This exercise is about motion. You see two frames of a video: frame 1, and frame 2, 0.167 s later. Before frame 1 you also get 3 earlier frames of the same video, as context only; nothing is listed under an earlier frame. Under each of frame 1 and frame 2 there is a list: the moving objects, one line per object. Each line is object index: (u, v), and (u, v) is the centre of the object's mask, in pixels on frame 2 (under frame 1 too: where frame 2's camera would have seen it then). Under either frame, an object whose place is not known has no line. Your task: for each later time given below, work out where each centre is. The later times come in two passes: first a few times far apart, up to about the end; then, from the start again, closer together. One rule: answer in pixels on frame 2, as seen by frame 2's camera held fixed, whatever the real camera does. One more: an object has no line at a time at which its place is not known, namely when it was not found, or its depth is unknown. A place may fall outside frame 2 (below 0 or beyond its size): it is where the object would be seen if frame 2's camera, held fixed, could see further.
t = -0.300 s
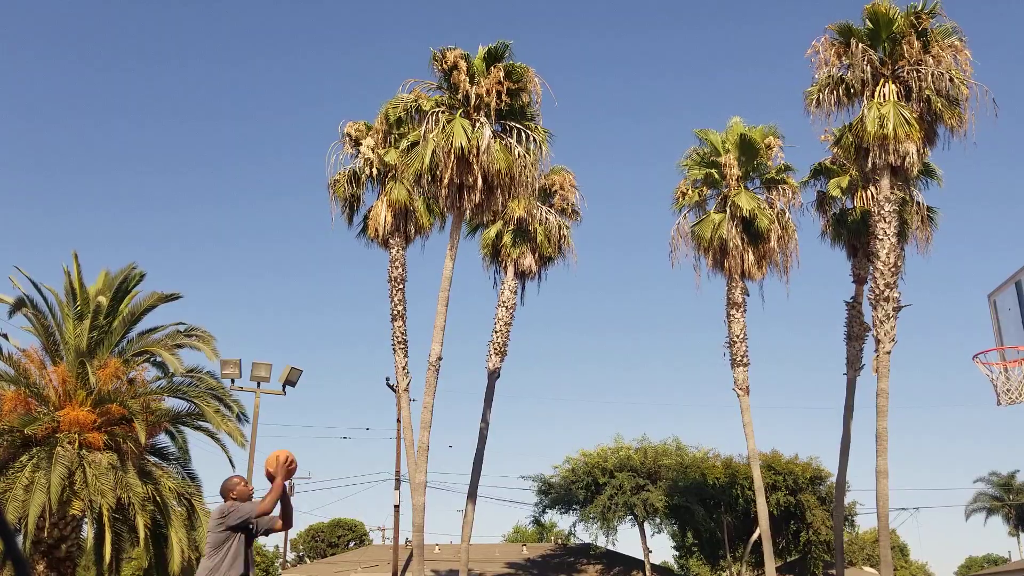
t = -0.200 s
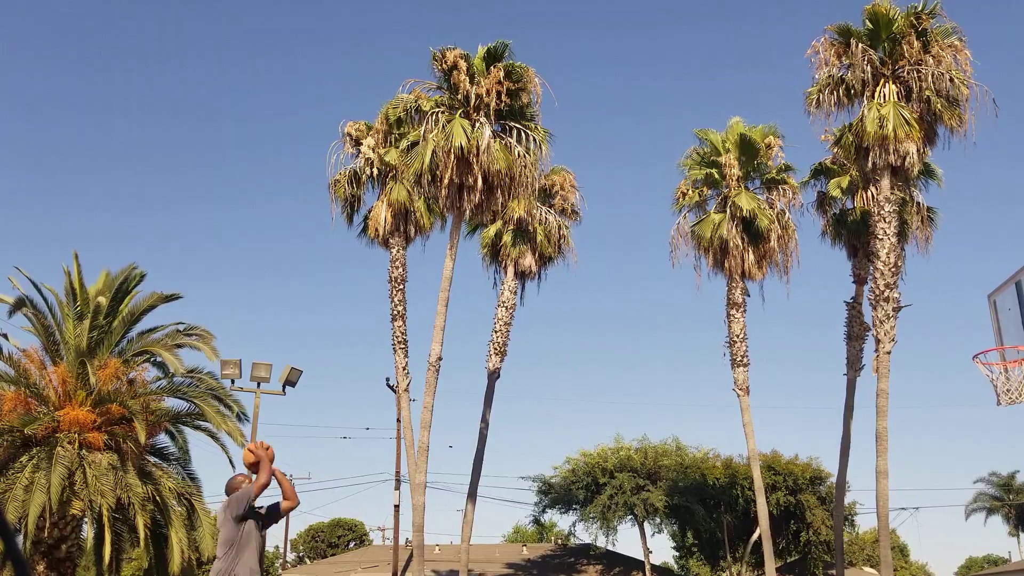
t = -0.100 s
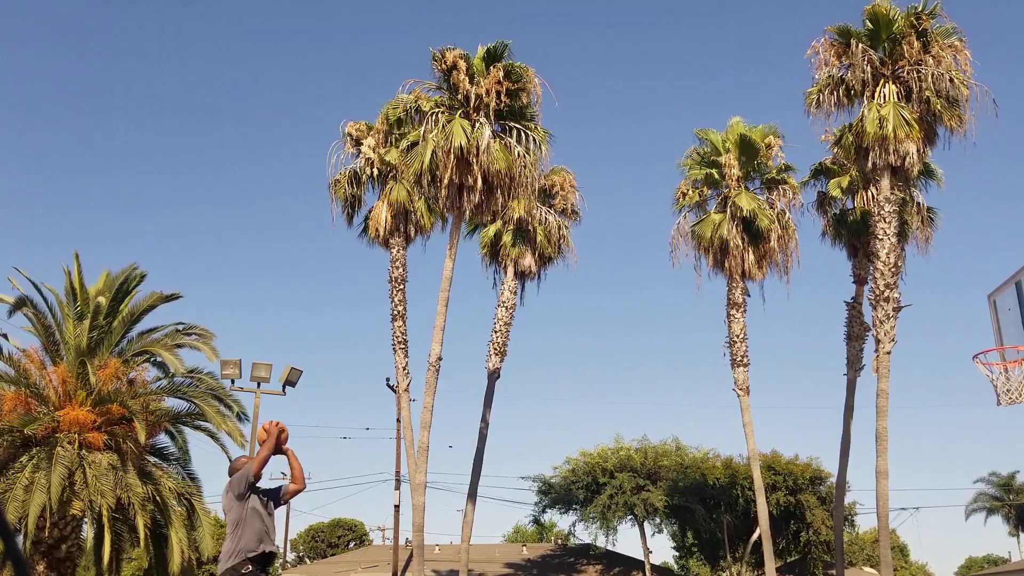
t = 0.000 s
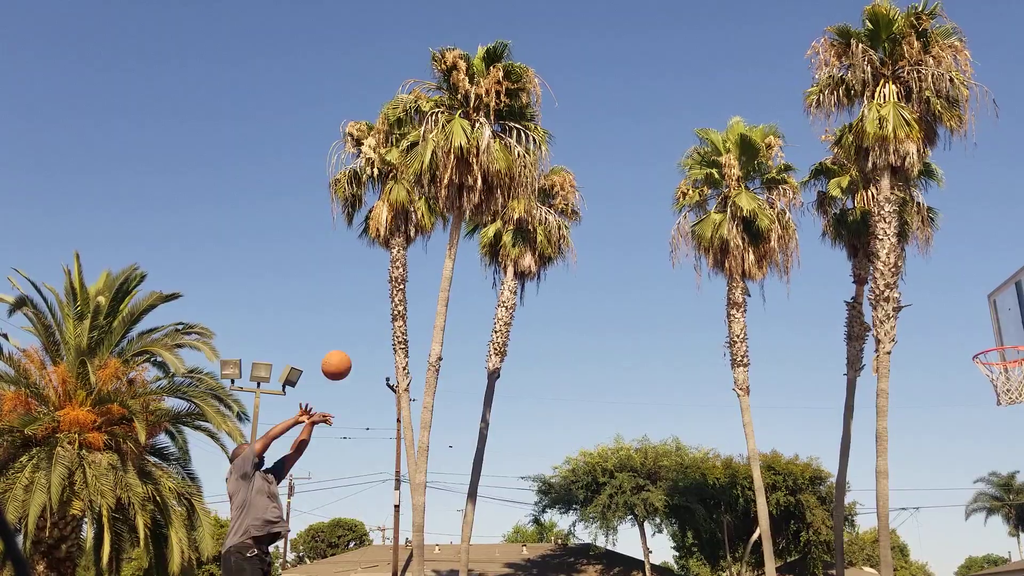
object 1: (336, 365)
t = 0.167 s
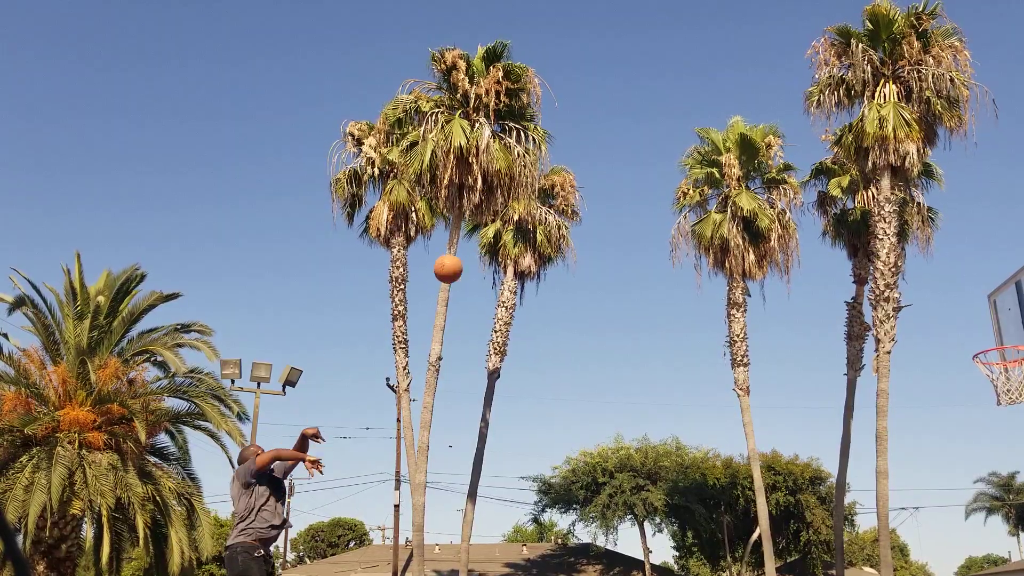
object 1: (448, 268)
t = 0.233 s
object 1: (489, 242)
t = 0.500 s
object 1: (644, 185)
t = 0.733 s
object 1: (774, 197)
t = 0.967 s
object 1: (905, 264)
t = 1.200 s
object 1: (1014, 330)
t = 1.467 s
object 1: (922, 287)
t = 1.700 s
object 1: (852, 307)
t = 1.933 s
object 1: (790, 378)
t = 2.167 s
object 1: (734, 500)
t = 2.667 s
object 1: (668, 527)
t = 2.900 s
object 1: (664, 462)
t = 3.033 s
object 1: (663, 451)
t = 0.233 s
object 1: (489, 242)
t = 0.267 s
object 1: (510, 230)
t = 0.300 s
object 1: (529, 219)
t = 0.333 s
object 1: (550, 210)
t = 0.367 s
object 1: (568, 203)
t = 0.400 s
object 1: (588, 197)
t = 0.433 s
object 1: (607, 191)
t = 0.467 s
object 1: (625, 187)
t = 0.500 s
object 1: (644, 185)
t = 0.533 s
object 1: (662, 183)
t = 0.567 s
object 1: (681, 183)
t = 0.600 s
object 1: (699, 184)
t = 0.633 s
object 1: (718, 185)
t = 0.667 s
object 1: (736, 188)
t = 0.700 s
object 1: (755, 192)
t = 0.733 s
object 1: (774, 197)
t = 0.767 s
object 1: (792, 204)
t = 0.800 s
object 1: (811, 211)
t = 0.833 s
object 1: (829, 220)
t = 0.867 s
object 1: (848, 229)
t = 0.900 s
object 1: (866, 240)
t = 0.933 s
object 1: (886, 251)
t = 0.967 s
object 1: (905, 264)
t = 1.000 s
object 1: (924, 278)
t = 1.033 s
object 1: (943, 293)
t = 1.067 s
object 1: (963, 309)
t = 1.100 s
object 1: (983, 326)
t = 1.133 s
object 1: (1003, 345)
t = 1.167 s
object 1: (1012, 343)
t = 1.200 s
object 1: (1014, 330)
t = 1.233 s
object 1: (1005, 320)
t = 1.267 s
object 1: (992, 312)
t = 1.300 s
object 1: (980, 305)
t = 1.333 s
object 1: (967, 299)
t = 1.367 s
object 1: (955, 294)
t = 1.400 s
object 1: (944, 291)
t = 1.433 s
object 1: (933, 288)
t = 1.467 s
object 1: (922, 287)
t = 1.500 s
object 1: (912, 286)
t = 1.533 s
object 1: (902, 288)
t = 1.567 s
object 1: (892, 289)
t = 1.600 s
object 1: (880, 293)
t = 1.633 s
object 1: (870, 296)
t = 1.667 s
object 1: (861, 301)
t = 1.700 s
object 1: (852, 307)
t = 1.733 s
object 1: (843, 315)
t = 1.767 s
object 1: (834, 323)
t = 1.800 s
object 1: (824, 332)
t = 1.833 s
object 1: (816, 342)
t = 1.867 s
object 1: (807, 353)
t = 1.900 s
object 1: (799, 365)
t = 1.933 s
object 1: (790, 378)
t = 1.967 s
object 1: (782, 393)
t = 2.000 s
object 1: (774, 408)
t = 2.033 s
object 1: (766, 424)
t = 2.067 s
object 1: (758, 442)
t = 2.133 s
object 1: (742, 479)
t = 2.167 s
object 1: (734, 500)
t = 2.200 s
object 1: (726, 521)
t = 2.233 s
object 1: (719, 545)
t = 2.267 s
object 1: (711, 567)
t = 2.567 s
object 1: (670, 570)
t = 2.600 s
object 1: (670, 558)
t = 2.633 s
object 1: (669, 542)
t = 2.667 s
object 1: (668, 527)
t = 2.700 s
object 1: (667, 514)
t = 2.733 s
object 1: (666, 502)
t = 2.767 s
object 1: (666, 491)
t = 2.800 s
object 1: (665, 482)
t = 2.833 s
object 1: (665, 474)
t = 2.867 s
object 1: (664, 467)
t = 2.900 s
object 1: (664, 462)
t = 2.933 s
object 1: (664, 458)
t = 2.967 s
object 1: (663, 455)
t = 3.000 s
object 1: (663, 452)
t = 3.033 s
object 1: (663, 451)
